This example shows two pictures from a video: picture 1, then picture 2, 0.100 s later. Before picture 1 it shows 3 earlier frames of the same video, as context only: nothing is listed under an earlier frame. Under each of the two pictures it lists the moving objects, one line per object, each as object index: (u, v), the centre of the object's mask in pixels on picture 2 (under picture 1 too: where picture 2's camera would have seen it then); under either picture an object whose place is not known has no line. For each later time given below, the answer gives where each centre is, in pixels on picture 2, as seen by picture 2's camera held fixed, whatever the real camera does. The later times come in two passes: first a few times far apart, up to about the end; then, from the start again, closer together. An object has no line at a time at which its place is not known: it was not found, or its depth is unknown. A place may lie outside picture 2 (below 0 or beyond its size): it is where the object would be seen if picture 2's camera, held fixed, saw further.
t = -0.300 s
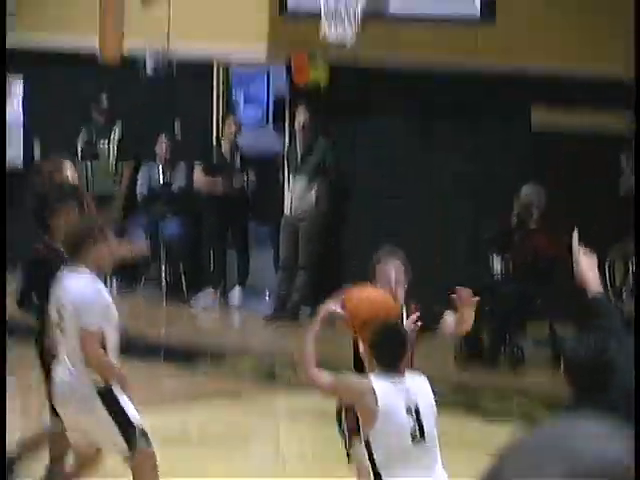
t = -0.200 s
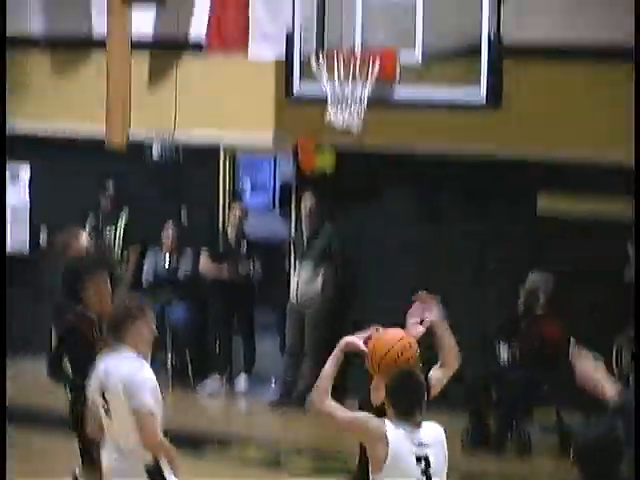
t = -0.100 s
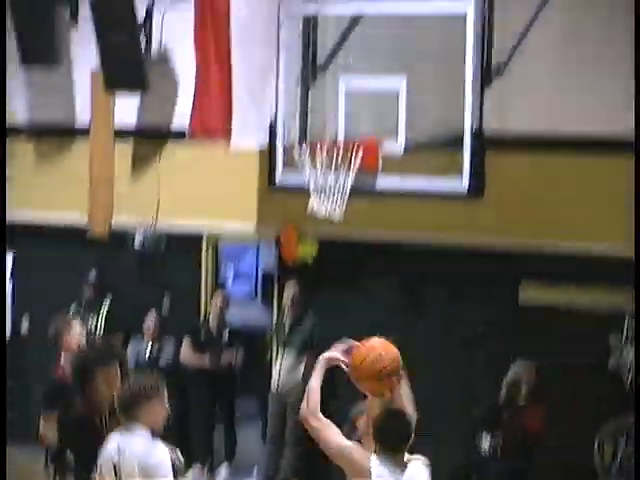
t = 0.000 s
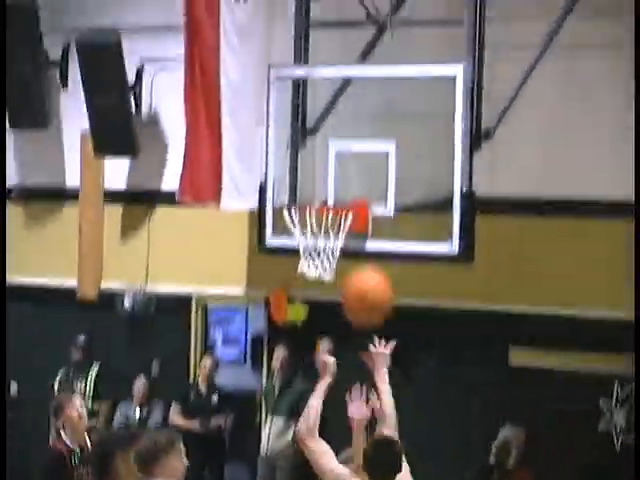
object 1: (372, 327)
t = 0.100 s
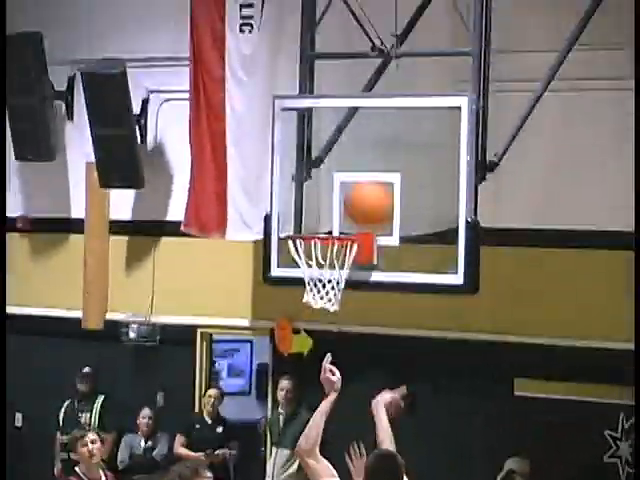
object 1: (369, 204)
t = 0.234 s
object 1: (363, 88)
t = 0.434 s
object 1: (356, 0)
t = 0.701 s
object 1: (346, 5)
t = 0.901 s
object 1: (338, 67)
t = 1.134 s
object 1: (326, 215)
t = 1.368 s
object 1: (317, 281)
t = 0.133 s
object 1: (368, 169)
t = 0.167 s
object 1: (367, 139)
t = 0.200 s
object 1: (365, 113)
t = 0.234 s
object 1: (363, 88)
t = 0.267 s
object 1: (362, 66)
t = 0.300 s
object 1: (361, 47)
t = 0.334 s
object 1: (360, 30)
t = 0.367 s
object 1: (359, 14)
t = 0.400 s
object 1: (357, 6)
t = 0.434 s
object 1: (356, 0)
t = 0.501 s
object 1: (354, -7)
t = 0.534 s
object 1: (352, -8)
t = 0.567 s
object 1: (352, -9)
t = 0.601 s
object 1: (351, -7)
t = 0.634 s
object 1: (350, -2)
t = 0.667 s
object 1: (349, 2)
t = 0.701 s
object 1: (346, 5)
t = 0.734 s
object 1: (345, 10)
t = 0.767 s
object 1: (343, 17)
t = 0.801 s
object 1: (342, 25)
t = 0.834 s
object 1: (340, 37)
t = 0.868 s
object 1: (339, 51)
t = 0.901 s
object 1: (338, 67)
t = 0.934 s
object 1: (336, 83)
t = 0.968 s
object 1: (335, 103)
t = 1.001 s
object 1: (333, 124)
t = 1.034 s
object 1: (332, 144)
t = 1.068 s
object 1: (330, 167)
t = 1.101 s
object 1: (328, 190)
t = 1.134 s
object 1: (326, 215)
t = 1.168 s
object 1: (322, 239)
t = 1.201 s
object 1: (323, 258)
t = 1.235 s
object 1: (322, 271)
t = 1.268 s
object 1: (320, 278)
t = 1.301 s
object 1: (318, 279)
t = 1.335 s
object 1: (317, 277)
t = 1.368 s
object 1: (317, 281)
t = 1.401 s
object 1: (315, 286)
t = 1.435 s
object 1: (313, 304)
